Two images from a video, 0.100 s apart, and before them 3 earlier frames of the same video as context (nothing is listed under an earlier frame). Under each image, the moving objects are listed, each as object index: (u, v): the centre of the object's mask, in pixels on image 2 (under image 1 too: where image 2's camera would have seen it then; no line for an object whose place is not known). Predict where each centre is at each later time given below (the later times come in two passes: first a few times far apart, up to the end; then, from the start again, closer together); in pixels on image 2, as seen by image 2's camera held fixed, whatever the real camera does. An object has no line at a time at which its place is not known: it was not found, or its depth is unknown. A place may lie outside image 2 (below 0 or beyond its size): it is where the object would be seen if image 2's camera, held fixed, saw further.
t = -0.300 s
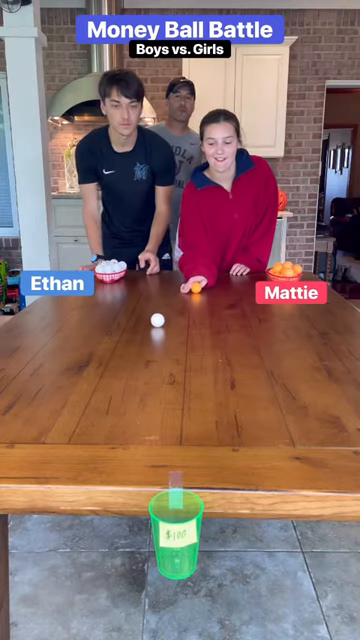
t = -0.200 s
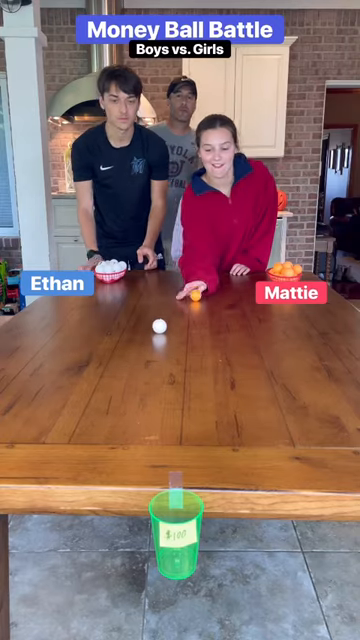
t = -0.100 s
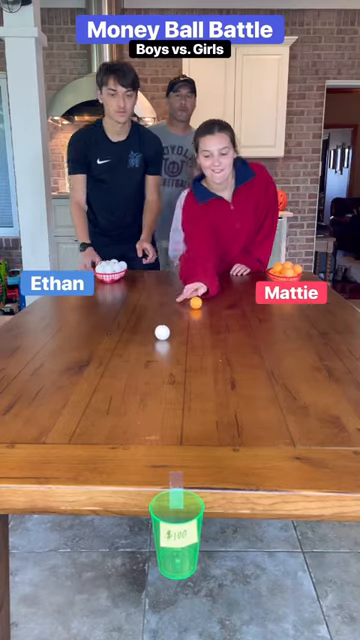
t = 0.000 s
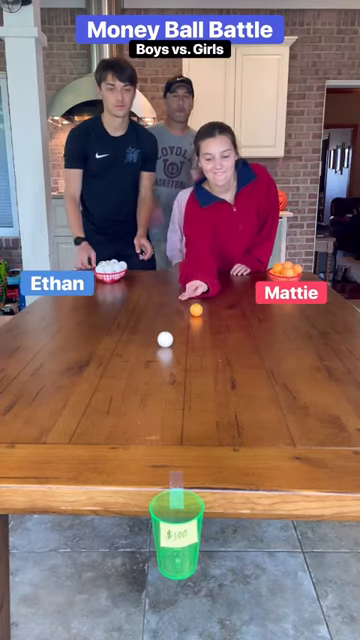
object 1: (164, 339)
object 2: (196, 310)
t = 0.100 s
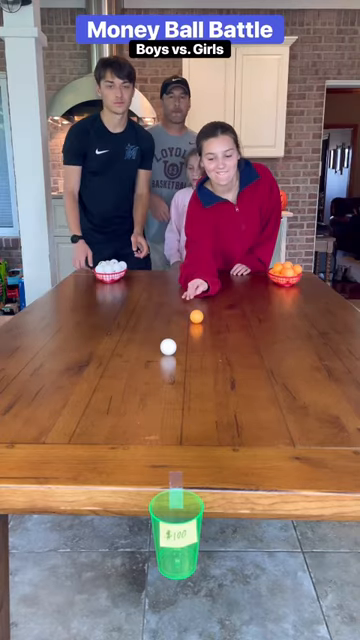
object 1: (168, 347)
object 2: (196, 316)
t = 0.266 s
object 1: (175, 361)
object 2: (197, 329)
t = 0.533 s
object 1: (189, 388)
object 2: (202, 352)
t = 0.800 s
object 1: (210, 422)
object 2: (210, 384)
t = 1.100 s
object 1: (244, 479)
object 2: (227, 434)
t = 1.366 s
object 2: (253, 539)
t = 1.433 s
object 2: (259, 621)
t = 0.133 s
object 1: (169, 350)
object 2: (197, 319)
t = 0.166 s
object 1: (170, 352)
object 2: (197, 321)
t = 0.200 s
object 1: (172, 355)
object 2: (197, 324)
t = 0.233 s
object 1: (173, 358)
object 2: (197, 326)
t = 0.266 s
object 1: (175, 361)
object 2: (197, 329)
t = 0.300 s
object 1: (176, 364)
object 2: (198, 331)
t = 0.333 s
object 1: (178, 367)
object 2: (198, 334)
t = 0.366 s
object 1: (180, 370)
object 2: (199, 337)
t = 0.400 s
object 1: (181, 373)
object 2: (199, 339)
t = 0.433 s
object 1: (184, 377)
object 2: (200, 342)
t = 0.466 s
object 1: (185, 380)
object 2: (200, 346)
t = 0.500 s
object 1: (187, 384)
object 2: (201, 349)
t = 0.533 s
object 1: (189, 388)
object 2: (202, 352)
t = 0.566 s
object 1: (192, 392)
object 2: (203, 356)
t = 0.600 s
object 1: (194, 395)
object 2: (203, 359)
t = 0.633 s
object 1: (196, 400)
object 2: (204, 363)
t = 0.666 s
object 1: (199, 404)
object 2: (205, 367)
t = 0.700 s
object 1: (201, 408)
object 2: (206, 371)
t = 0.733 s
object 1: (204, 413)
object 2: (207, 375)
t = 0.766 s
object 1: (207, 418)
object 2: (209, 379)
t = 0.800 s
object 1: (210, 422)
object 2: (210, 384)
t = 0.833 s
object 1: (213, 428)
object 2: (211, 388)
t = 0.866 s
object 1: (217, 433)
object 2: (213, 393)
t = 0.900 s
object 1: (220, 439)
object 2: (215, 398)
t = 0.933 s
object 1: (224, 444)
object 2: (216, 404)
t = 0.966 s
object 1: (227, 450)
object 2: (218, 409)
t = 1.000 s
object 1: (231, 457)
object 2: (220, 415)
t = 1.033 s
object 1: (235, 463)
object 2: (222, 421)
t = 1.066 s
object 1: (240, 470)
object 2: (225, 427)
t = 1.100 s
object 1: (244, 479)
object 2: (227, 434)
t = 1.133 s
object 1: (249, 494)
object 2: (229, 441)
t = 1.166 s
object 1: (253, 517)
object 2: (232, 448)
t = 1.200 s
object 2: (235, 456)
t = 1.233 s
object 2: (239, 464)
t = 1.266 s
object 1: (265, 625)
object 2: (243, 473)
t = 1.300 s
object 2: (246, 487)
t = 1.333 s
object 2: (250, 510)
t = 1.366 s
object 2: (253, 539)
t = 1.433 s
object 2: (259, 621)
